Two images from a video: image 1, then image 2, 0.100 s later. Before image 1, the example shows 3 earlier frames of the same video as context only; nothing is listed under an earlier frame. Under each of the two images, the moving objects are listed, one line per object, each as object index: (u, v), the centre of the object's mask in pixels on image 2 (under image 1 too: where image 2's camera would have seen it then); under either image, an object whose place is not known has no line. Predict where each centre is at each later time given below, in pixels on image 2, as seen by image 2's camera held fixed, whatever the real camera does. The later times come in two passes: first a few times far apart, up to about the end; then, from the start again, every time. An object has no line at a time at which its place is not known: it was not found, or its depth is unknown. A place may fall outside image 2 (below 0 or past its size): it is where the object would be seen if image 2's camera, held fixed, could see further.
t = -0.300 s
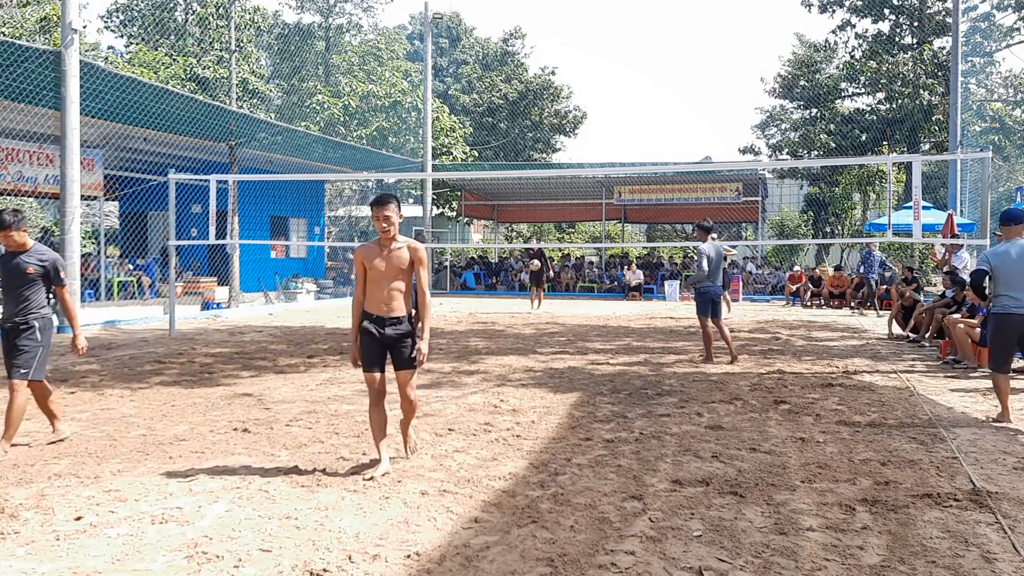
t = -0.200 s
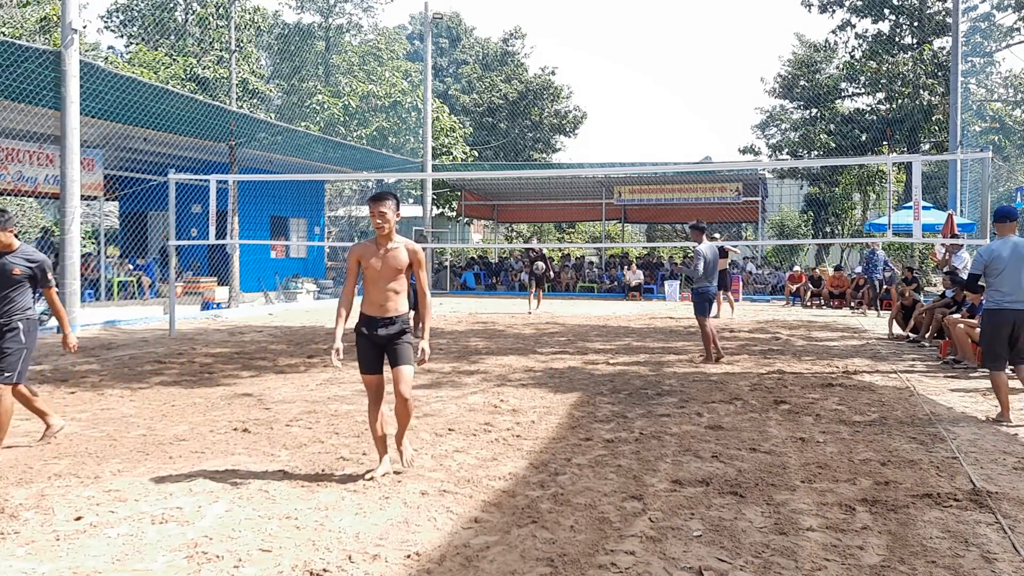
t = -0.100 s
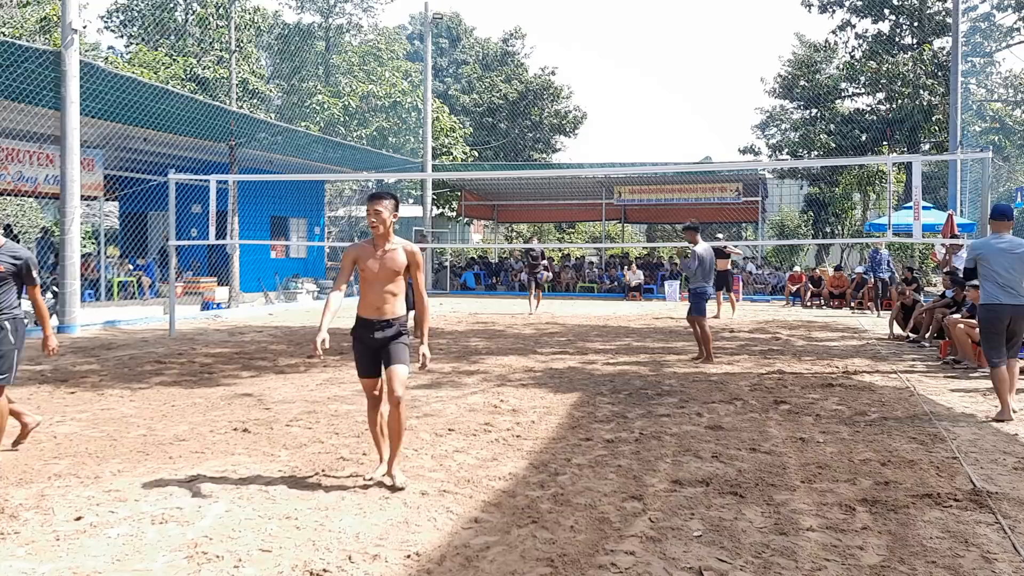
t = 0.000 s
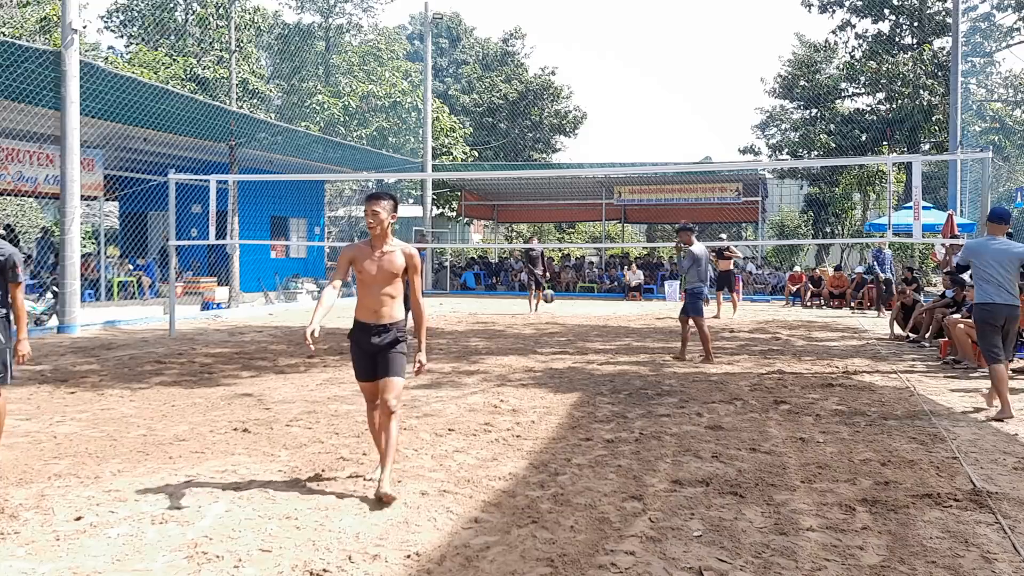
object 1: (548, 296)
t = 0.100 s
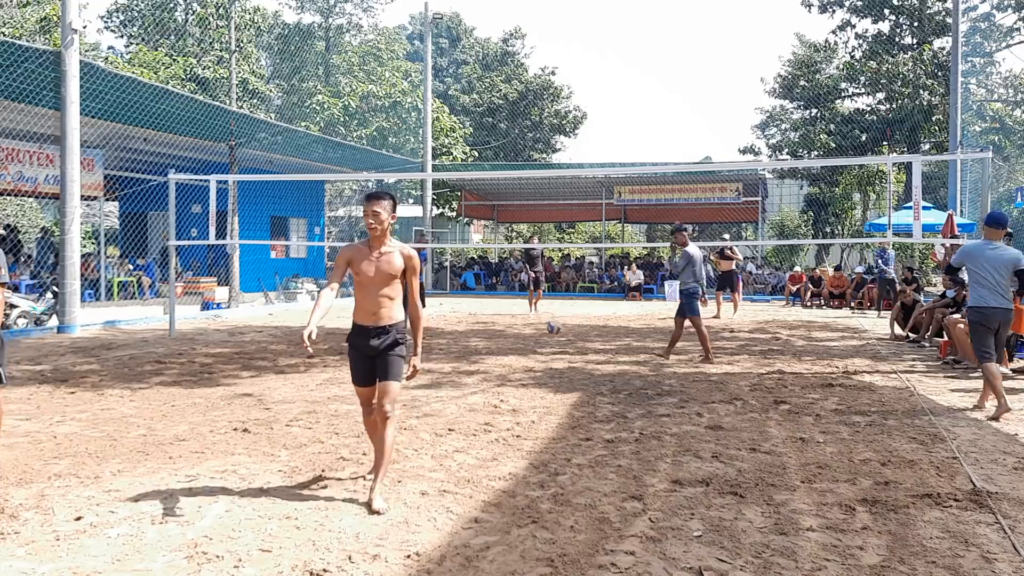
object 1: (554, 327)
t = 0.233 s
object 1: (562, 335)
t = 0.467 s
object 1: (577, 344)
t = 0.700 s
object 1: (595, 363)
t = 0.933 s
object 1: (614, 386)
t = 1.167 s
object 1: (636, 431)
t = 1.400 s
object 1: (660, 461)
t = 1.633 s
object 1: (696, 543)
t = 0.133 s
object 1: (556, 340)
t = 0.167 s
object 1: (558, 340)
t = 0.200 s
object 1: (560, 337)
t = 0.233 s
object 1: (562, 335)
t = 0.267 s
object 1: (564, 333)
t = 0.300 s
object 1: (566, 332)
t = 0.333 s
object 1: (568, 333)
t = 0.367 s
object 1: (571, 333)
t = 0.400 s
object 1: (572, 335)
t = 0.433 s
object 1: (575, 339)
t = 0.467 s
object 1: (577, 344)
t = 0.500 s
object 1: (580, 350)
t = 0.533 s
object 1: (582, 357)
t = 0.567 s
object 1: (585, 366)
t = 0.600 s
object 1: (587, 372)
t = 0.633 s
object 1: (590, 367)
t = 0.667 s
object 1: (592, 365)
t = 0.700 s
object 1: (595, 363)
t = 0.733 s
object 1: (597, 361)
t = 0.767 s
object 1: (600, 362)
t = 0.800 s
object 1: (603, 364)
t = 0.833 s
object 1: (605, 366)
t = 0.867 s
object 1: (608, 372)
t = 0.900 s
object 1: (611, 378)
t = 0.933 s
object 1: (614, 386)
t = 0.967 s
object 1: (617, 396)
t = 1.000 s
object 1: (621, 409)
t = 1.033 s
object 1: (624, 417)
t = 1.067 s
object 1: (626, 417)
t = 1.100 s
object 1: (629, 420)
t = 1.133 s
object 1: (633, 425)
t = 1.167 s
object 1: (636, 431)
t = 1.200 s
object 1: (639, 440)
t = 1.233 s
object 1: (643, 447)
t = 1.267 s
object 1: (646, 446)
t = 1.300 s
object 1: (649, 446)
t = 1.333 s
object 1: (653, 449)
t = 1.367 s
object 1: (657, 454)
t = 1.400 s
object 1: (660, 461)
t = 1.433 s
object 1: (665, 471)
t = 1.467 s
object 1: (670, 485)
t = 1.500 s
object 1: (675, 502)
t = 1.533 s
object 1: (679, 521)
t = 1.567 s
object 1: (685, 525)
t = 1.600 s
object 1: (690, 533)
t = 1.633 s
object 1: (696, 543)
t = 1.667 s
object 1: (702, 554)
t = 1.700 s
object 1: (709, 563)
